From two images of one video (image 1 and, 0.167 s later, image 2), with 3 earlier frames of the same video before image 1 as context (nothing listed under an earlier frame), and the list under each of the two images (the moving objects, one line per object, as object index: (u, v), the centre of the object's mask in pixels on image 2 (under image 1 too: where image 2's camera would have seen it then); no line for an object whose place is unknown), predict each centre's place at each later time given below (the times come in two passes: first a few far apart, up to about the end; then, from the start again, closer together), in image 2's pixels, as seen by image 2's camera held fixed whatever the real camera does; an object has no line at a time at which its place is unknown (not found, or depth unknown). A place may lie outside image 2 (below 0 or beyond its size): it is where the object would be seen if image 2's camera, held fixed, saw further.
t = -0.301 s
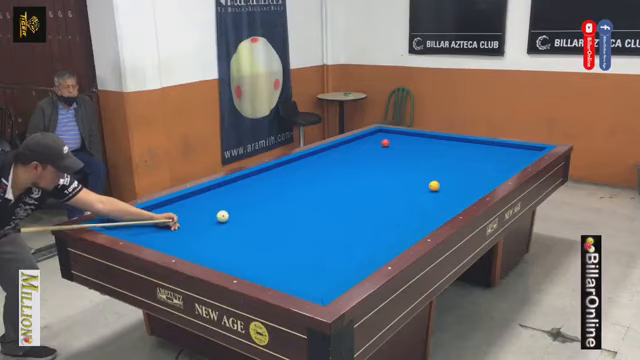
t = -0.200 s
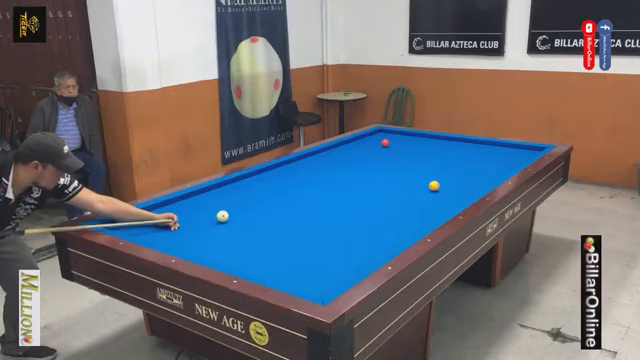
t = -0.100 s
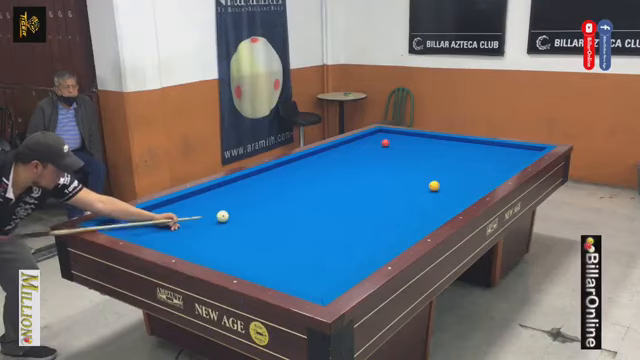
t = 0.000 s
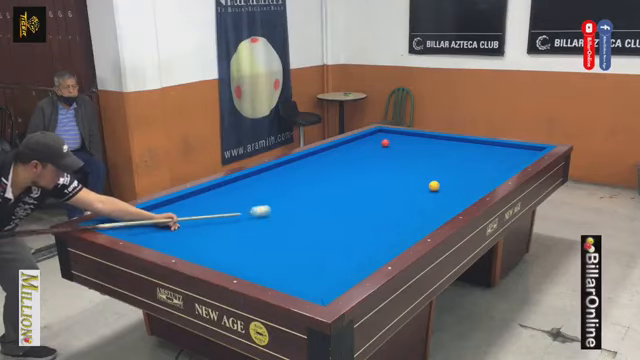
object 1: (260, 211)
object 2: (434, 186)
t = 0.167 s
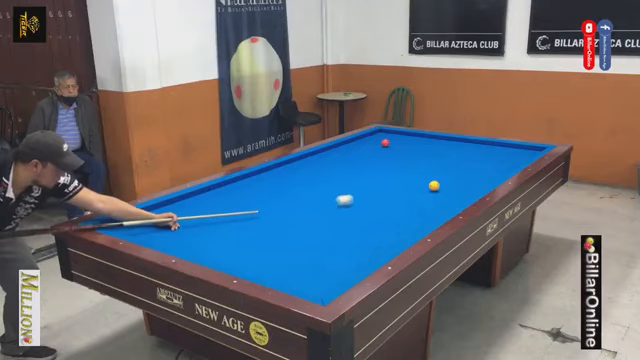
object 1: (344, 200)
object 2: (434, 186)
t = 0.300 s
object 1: (399, 193)
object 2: (434, 186)
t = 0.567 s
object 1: (473, 190)
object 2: (446, 175)
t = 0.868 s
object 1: (439, 172)
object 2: (463, 161)
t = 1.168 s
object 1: (421, 160)
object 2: (474, 152)
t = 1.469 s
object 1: (403, 148)
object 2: (484, 142)
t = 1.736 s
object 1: (392, 140)
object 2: (475, 146)
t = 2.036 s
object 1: (379, 132)
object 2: (463, 150)
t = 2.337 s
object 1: (390, 131)
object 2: (451, 155)
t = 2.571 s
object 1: (394, 133)
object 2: (441, 159)
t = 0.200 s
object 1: (359, 198)
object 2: (434, 186)
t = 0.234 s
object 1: (373, 196)
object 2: (434, 186)
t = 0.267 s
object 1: (386, 194)
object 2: (434, 186)
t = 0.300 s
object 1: (399, 193)
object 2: (434, 186)
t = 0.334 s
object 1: (411, 191)
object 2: (434, 186)
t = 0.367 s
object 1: (424, 189)
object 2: (435, 186)
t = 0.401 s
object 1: (435, 189)
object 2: (435, 182)
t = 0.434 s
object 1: (444, 190)
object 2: (437, 182)
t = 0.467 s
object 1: (454, 190)
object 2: (440, 180)
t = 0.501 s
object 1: (464, 191)
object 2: (442, 179)
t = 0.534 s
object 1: (473, 191)
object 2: (445, 176)
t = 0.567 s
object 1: (473, 190)
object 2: (446, 175)
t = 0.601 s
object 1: (467, 188)
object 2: (448, 173)
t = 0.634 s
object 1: (463, 186)
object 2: (450, 172)
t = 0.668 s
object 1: (458, 184)
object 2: (452, 170)
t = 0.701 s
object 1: (455, 182)
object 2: (454, 169)
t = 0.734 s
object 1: (452, 180)
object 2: (455, 167)
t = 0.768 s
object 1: (449, 178)
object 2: (457, 166)
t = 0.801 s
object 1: (447, 177)
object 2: (458, 165)
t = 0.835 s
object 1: (444, 175)
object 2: (460, 164)
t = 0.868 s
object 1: (439, 172)
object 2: (463, 161)
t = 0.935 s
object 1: (436, 170)
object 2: (464, 160)
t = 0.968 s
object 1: (434, 169)
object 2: (466, 158)
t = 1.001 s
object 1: (432, 167)
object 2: (467, 157)
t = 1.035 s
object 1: (430, 166)
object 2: (469, 156)
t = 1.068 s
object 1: (428, 164)
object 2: (470, 155)
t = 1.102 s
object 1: (426, 163)
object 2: (471, 154)
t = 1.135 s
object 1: (423, 162)
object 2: (473, 153)
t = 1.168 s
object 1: (421, 160)
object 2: (474, 152)
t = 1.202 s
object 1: (419, 159)
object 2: (475, 151)
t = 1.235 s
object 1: (418, 158)
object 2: (476, 149)
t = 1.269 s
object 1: (415, 156)
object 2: (478, 148)
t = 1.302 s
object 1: (414, 155)
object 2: (479, 147)
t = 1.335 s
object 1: (412, 154)
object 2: (480, 146)
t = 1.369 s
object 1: (410, 153)
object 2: (482, 145)
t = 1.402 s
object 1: (408, 151)
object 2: (482, 144)
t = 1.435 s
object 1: (406, 150)
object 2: (484, 143)
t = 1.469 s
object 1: (403, 148)
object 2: (484, 142)
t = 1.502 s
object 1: (402, 147)
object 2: (483, 142)
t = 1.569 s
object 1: (398, 145)
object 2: (480, 144)
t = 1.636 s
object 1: (397, 144)
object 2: (479, 144)
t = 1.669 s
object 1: (395, 142)
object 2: (478, 145)
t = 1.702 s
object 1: (393, 141)
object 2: (477, 145)
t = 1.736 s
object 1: (392, 140)
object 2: (475, 146)
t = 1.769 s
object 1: (390, 139)
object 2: (474, 146)
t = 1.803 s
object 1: (389, 138)
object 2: (473, 147)
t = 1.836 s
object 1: (388, 137)
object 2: (471, 147)
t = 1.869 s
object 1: (386, 136)
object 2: (470, 148)
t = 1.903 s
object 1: (385, 136)
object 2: (469, 148)
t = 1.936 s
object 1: (383, 135)
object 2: (467, 149)
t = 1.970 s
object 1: (382, 134)
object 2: (466, 150)
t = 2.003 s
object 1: (381, 133)
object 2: (465, 150)
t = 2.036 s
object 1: (379, 132)
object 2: (463, 150)
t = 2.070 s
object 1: (378, 131)
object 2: (462, 151)
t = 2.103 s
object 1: (378, 131)
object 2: (461, 152)
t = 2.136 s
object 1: (381, 131)
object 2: (459, 152)
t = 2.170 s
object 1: (384, 131)
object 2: (458, 153)
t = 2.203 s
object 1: (387, 131)
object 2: (457, 153)
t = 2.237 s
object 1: (388, 131)
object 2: (455, 154)
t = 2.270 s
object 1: (389, 131)
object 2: (454, 154)
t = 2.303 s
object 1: (389, 131)
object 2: (453, 155)
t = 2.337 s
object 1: (390, 131)
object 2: (451, 155)
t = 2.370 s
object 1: (390, 131)
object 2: (450, 156)
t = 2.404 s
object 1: (391, 132)
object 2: (448, 156)
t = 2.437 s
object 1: (392, 132)
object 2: (447, 157)
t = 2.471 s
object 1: (392, 132)
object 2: (446, 157)
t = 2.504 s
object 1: (393, 132)
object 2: (444, 158)
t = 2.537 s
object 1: (394, 133)
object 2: (443, 159)
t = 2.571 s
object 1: (394, 133)
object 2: (441, 159)
